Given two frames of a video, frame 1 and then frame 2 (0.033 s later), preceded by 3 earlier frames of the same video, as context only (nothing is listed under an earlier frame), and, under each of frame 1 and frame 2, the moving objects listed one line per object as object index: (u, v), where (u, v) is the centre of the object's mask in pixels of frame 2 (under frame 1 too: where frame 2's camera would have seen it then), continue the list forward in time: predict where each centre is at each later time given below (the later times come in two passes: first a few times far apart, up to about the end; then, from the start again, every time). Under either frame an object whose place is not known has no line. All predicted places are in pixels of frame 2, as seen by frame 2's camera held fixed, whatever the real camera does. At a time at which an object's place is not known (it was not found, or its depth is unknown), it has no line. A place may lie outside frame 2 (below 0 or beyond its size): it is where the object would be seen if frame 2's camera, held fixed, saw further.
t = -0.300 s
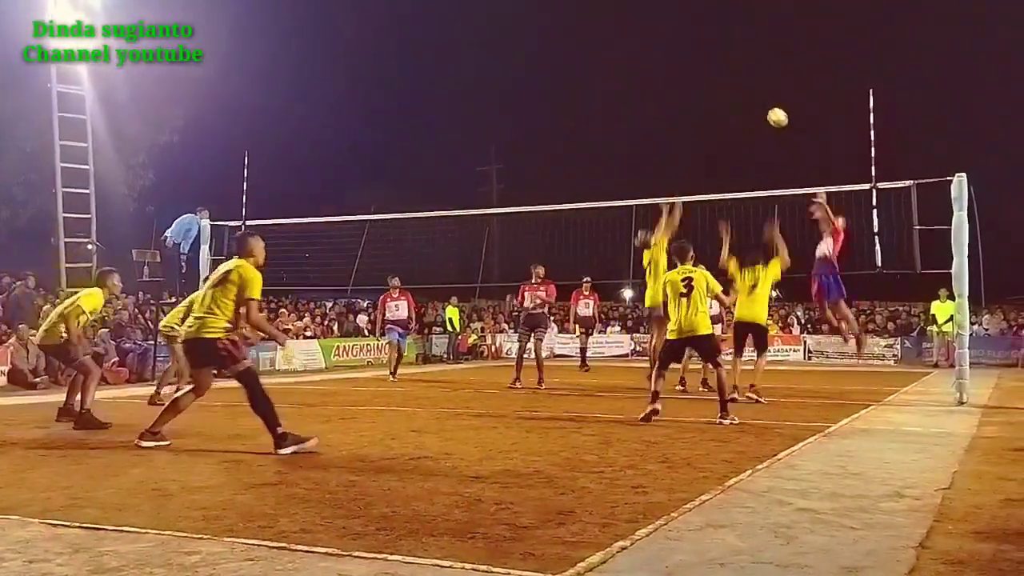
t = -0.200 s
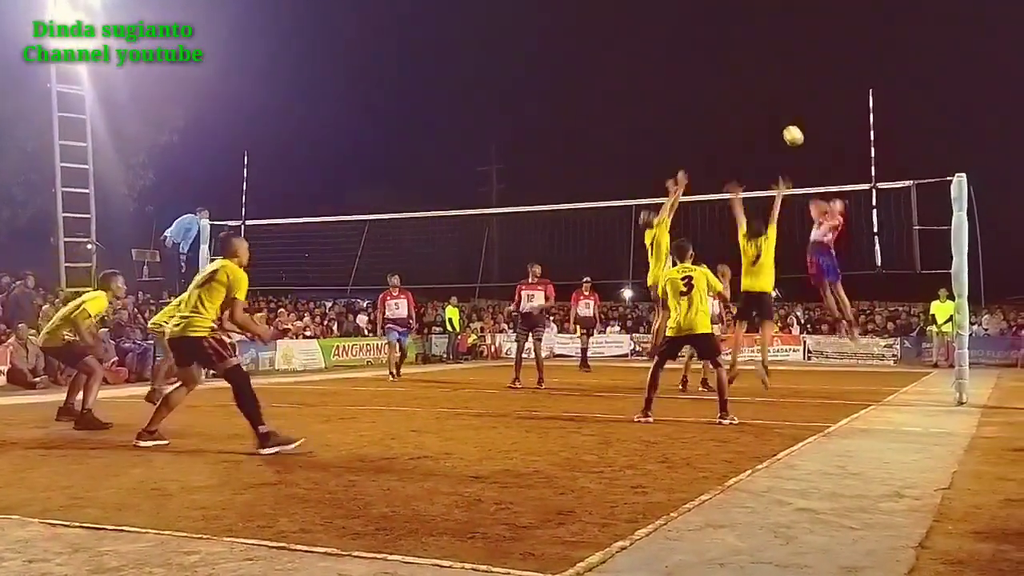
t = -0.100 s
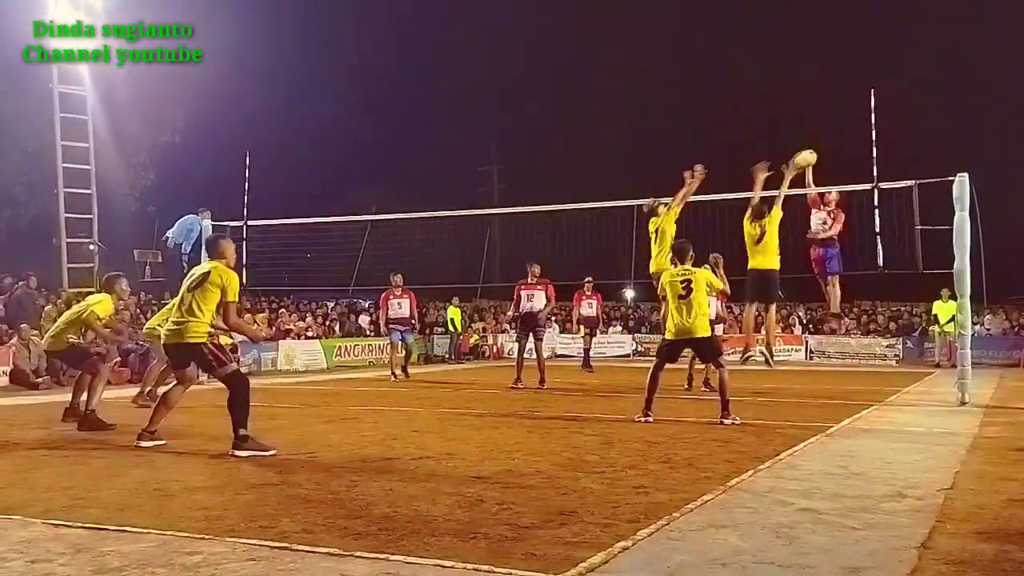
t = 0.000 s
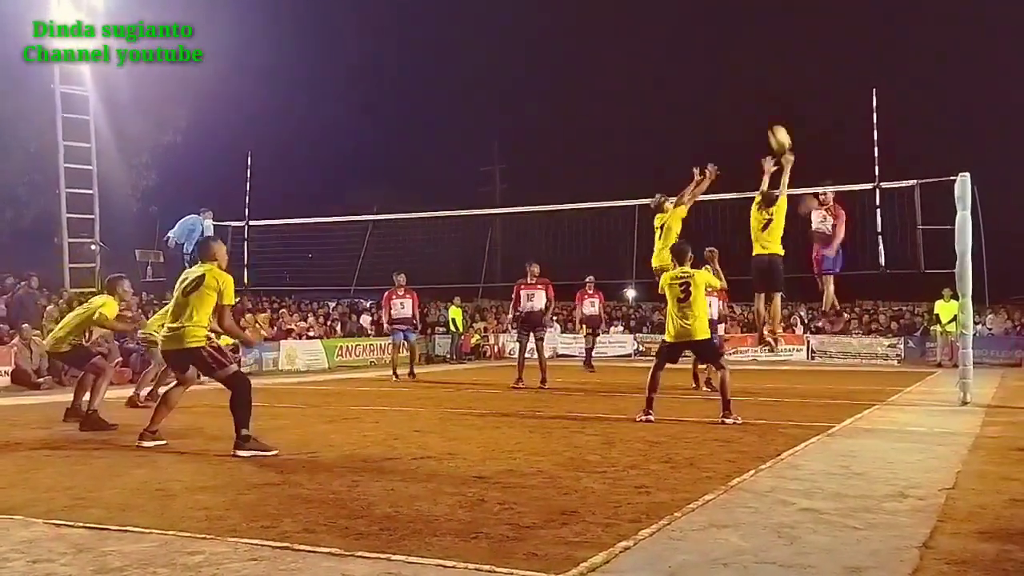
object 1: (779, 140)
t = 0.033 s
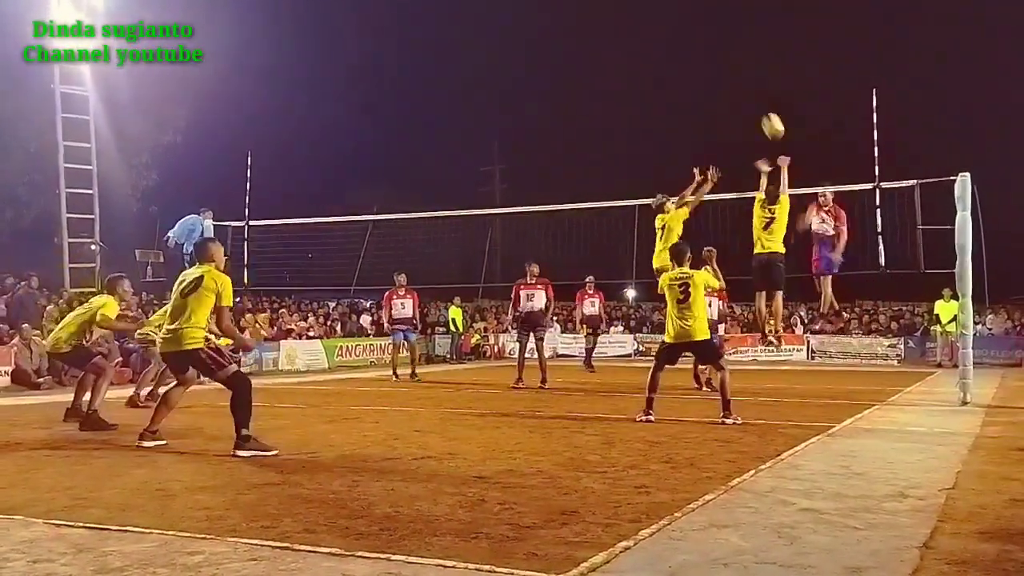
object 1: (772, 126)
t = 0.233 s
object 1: (731, 66)
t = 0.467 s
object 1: (688, 41)
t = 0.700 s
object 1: (648, 58)
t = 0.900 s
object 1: (616, 103)
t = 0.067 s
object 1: (765, 114)
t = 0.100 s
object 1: (758, 102)
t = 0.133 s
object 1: (751, 92)
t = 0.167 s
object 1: (745, 82)
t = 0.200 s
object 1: (738, 74)
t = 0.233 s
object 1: (731, 66)
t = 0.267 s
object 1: (725, 60)
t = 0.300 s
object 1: (719, 55)
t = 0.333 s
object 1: (712, 50)
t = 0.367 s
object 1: (706, 46)
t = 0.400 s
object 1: (700, 44)
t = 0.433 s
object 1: (694, 42)
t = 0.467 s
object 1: (688, 41)
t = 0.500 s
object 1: (682, 41)
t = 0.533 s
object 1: (676, 41)
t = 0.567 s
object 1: (670, 43)
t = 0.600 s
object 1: (665, 45)
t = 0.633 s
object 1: (659, 48)
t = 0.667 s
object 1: (653, 52)
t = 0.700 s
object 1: (648, 58)
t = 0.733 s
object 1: (643, 63)
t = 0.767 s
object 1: (638, 69)
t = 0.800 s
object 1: (632, 77)
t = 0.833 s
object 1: (627, 85)
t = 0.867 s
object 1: (622, 93)
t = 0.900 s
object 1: (616, 103)
